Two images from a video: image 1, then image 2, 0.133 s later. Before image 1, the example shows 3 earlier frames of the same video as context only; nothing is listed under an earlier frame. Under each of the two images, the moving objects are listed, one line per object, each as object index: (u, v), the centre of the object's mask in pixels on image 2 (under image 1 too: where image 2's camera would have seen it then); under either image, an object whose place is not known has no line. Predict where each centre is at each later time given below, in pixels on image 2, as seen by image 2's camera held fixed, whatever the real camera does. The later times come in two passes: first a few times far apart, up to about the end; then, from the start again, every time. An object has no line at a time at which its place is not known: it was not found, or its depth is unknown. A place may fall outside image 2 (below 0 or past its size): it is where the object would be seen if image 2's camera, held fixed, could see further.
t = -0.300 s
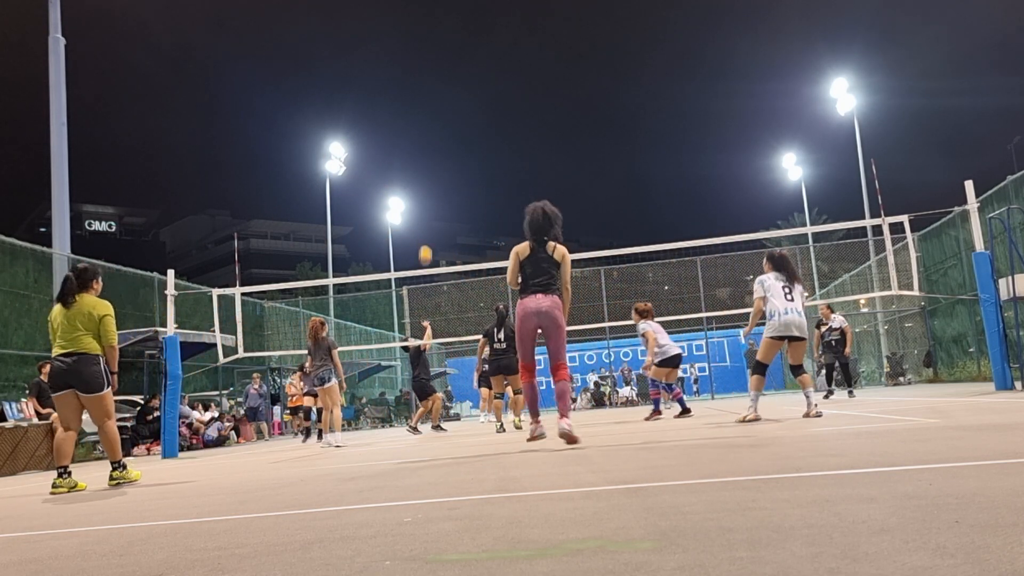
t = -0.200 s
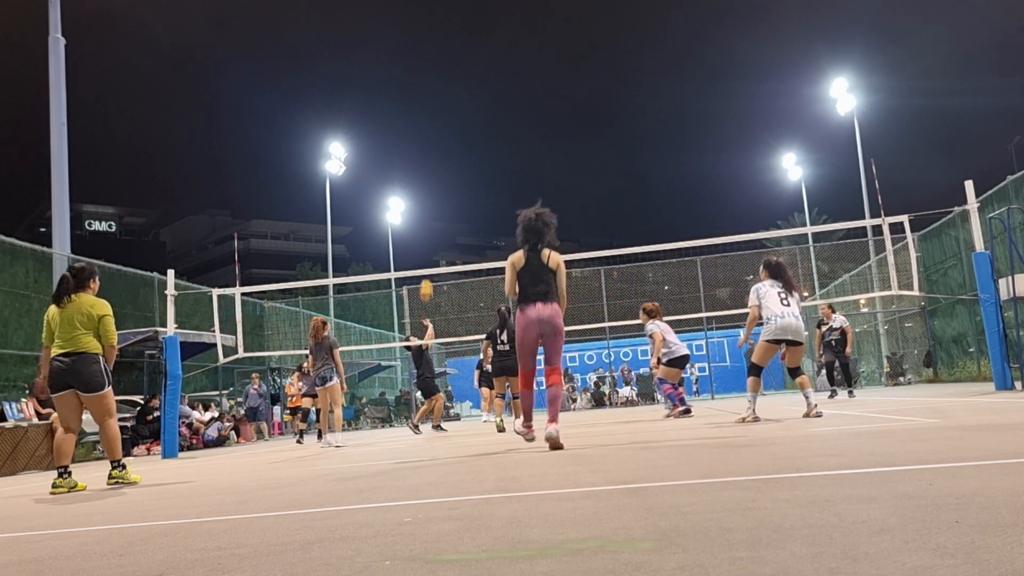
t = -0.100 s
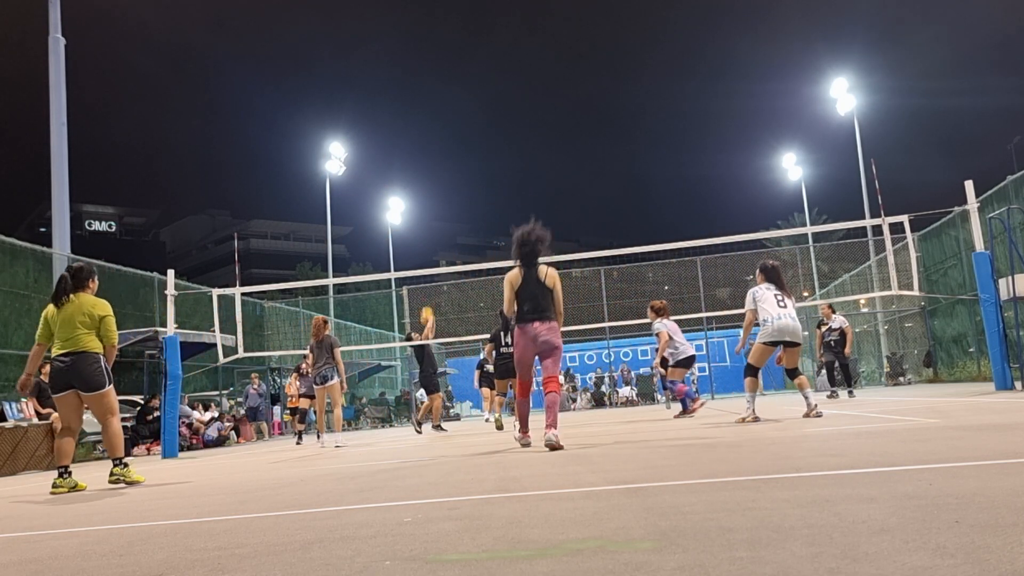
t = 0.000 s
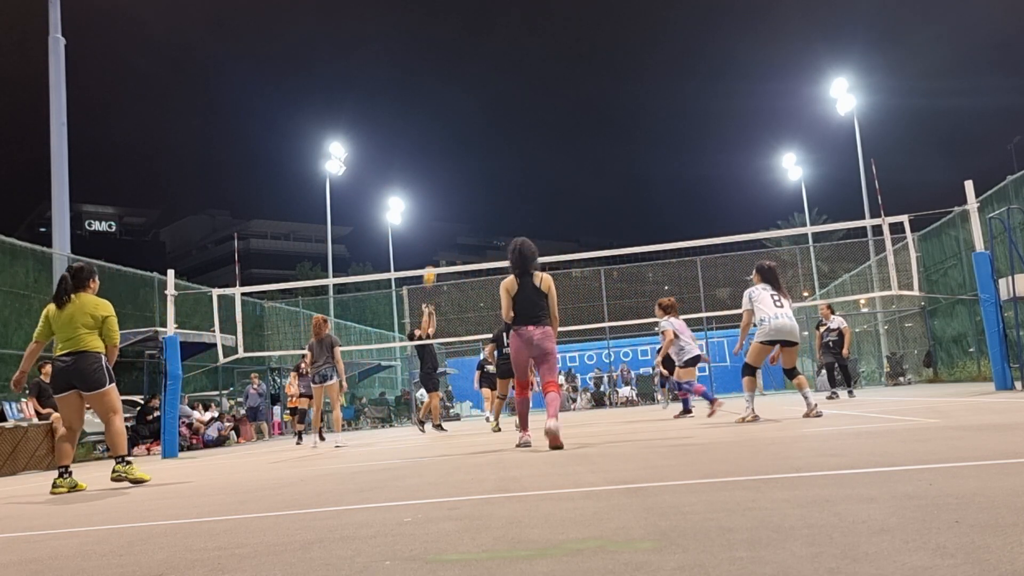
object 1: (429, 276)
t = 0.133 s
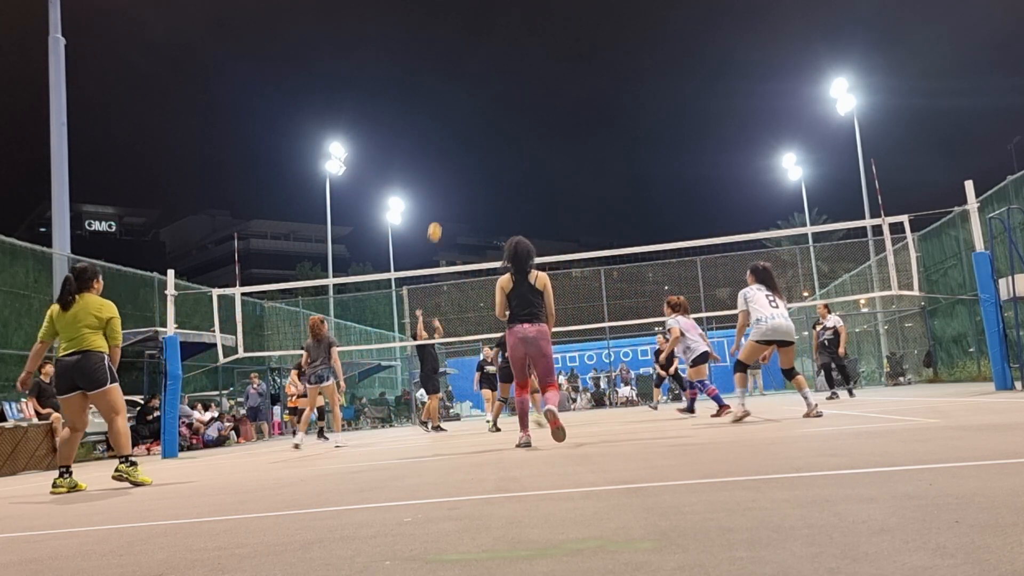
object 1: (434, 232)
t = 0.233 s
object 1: (438, 206)
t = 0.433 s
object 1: (448, 172)
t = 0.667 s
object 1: (460, 162)
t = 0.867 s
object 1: (474, 180)
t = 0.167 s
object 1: (436, 223)
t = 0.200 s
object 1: (437, 214)
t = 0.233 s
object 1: (438, 206)
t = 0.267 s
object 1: (440, 199)
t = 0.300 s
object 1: (441, 192)
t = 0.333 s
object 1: (443, 186)
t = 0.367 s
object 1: (444, 181)
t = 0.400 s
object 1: (446, 176)
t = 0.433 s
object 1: (448, 172)
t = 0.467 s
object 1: (449, 169)
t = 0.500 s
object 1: (451, 166)
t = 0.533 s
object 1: (453, 164)
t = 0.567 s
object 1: (455, 162)
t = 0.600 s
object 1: (457, 162)
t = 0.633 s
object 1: (459, 162)
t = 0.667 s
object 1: (460, 162)
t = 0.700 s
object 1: (463, 164)
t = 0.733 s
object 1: (465, 165)
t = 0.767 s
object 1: (467, 168)
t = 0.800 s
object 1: (469, 171)
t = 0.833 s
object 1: (471, 175)
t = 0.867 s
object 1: (474, 180)
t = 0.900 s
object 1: (476, 185)
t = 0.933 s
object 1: (479, 192)
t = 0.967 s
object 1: (481, 199)
